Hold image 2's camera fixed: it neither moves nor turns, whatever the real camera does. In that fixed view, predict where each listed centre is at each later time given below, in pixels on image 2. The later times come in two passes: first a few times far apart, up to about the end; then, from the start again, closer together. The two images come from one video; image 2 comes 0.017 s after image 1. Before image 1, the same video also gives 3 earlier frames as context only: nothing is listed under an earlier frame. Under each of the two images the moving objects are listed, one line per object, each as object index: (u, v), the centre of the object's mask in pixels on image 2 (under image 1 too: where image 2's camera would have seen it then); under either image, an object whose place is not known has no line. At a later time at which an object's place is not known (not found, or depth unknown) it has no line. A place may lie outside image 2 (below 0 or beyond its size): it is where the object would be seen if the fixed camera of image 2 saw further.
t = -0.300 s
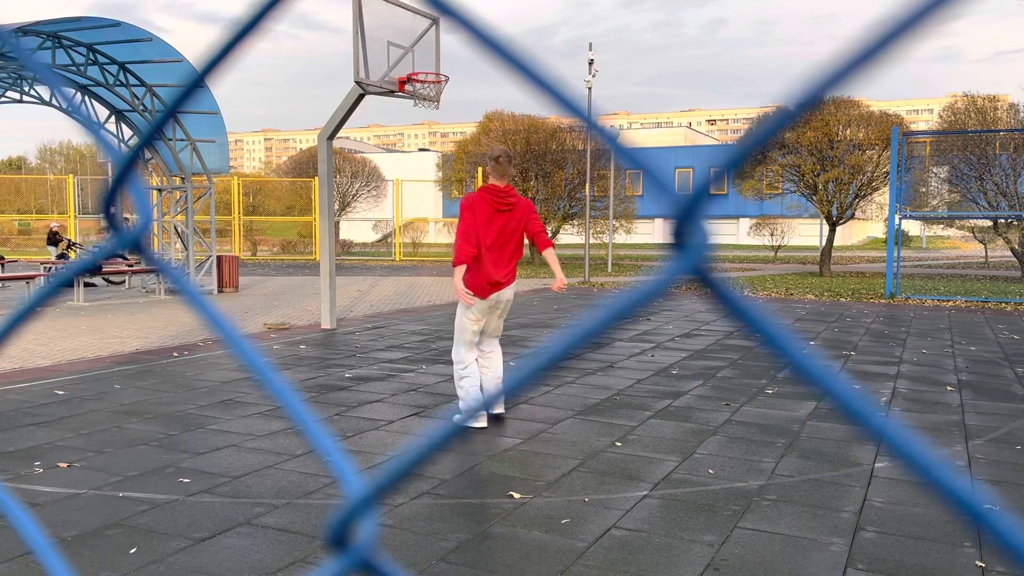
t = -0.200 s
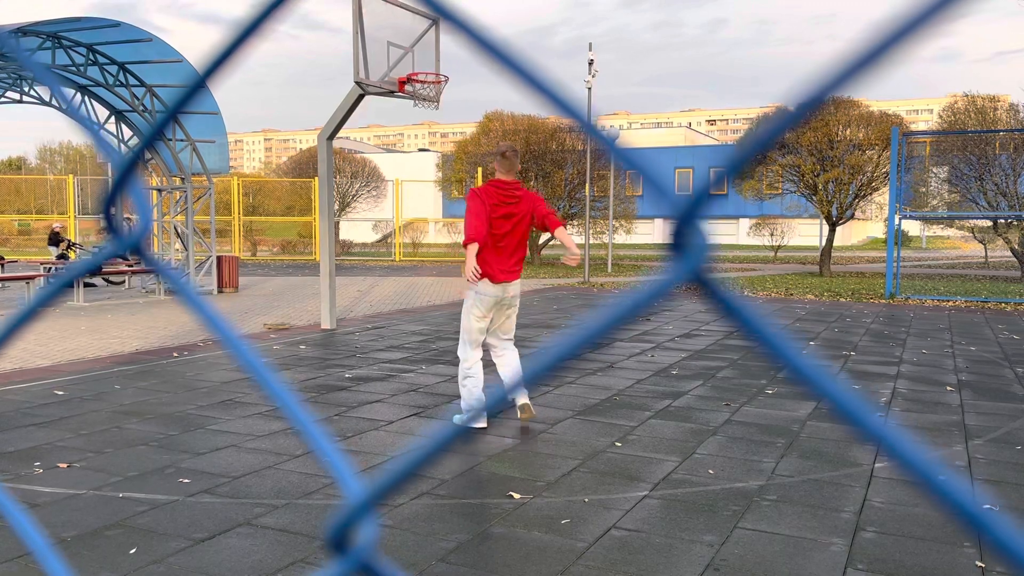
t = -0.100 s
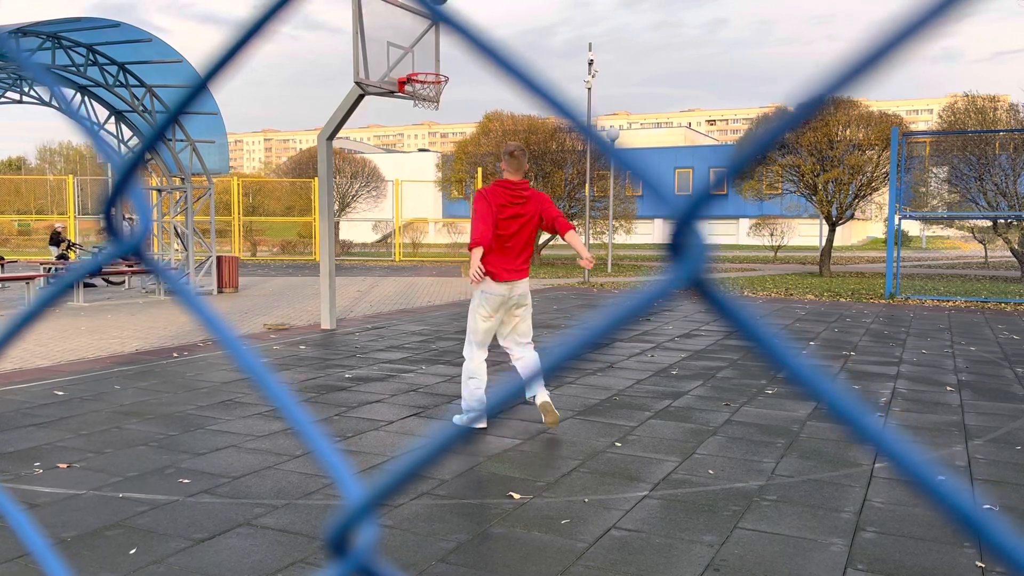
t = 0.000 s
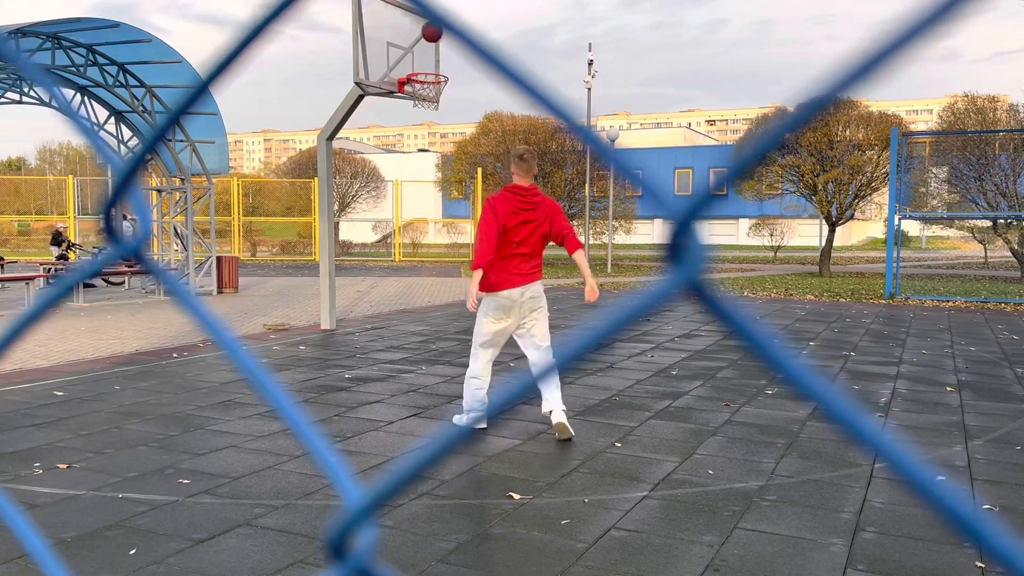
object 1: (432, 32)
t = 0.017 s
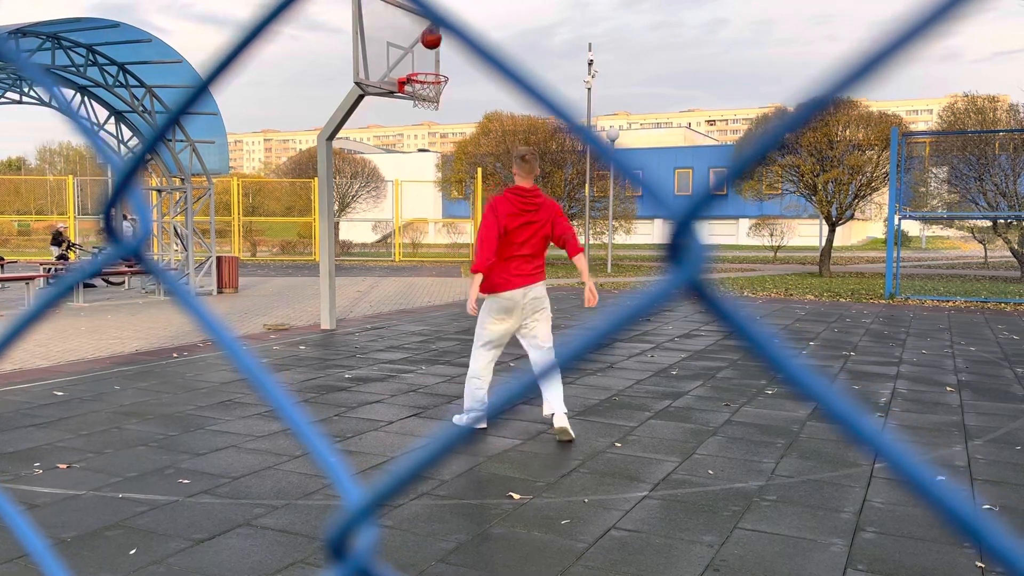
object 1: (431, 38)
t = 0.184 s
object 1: (422, 100)
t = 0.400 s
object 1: (412, 182)
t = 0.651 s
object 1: (398, 339)
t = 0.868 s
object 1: (390, 259)
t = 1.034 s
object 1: (382, 216)
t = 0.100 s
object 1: (426, 74)
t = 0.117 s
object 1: (426, 83)
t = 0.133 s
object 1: (425, 87)
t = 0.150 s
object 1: (425, 91)
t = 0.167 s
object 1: (423, 96)
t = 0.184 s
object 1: (422, 100)
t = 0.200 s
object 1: (421, 105)
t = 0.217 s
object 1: (420, 111)
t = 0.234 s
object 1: (420, 115)
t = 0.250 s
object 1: (419, 121)
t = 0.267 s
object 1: (418, 126)
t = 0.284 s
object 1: (417, 132)
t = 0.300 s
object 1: (417, 139)
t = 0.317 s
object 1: (416, 145)
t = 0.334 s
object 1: (416, 152)
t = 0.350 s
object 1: (415, 159)
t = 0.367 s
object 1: (414, 167)
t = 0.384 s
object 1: (413, 174)
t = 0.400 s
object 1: (412, 182)
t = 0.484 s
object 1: (408, 227)
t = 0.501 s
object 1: (407, 237)
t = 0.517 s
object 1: (406, 247)
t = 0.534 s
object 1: (405, 258)
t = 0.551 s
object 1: (404, 268)
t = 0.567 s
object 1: (403, 279)
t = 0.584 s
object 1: (402, 291)
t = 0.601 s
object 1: (401, 302)
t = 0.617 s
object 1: (400, 314)
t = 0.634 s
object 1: (399, 326)
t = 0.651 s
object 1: (398, 339)
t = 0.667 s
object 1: (397, 340)
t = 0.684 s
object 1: (397, 332)
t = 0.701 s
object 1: (396, 325)
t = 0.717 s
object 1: (396, 317)
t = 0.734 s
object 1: (395, 310)
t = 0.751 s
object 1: (394, 303)
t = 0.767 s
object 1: (394, 296)
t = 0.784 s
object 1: (393, 289)
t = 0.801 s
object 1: (392, 283)
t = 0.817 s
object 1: (391, 277)
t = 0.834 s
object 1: (391, 271)
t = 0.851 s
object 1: (391, 266)
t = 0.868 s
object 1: (390, 259)
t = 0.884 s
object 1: (389, 254)
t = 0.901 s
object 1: (388, 249)
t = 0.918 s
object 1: (388, 244)
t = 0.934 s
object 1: (387, 239)
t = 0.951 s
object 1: (386, 235)
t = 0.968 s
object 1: (385, 231)
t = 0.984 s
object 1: (384, 227)
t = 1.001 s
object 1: (383, 223)
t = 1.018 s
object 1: (382, 220)
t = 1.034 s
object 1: (382, 216)
